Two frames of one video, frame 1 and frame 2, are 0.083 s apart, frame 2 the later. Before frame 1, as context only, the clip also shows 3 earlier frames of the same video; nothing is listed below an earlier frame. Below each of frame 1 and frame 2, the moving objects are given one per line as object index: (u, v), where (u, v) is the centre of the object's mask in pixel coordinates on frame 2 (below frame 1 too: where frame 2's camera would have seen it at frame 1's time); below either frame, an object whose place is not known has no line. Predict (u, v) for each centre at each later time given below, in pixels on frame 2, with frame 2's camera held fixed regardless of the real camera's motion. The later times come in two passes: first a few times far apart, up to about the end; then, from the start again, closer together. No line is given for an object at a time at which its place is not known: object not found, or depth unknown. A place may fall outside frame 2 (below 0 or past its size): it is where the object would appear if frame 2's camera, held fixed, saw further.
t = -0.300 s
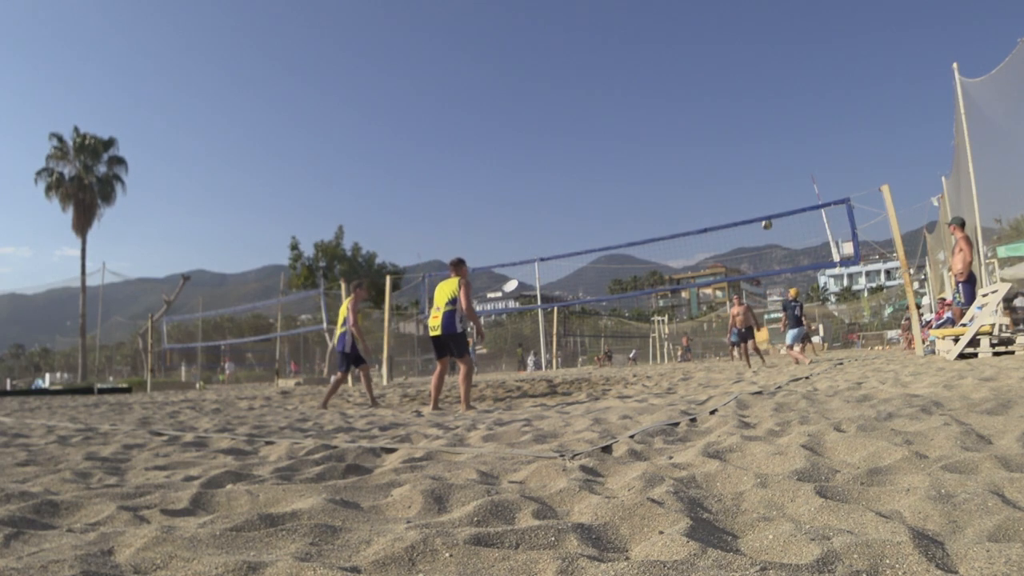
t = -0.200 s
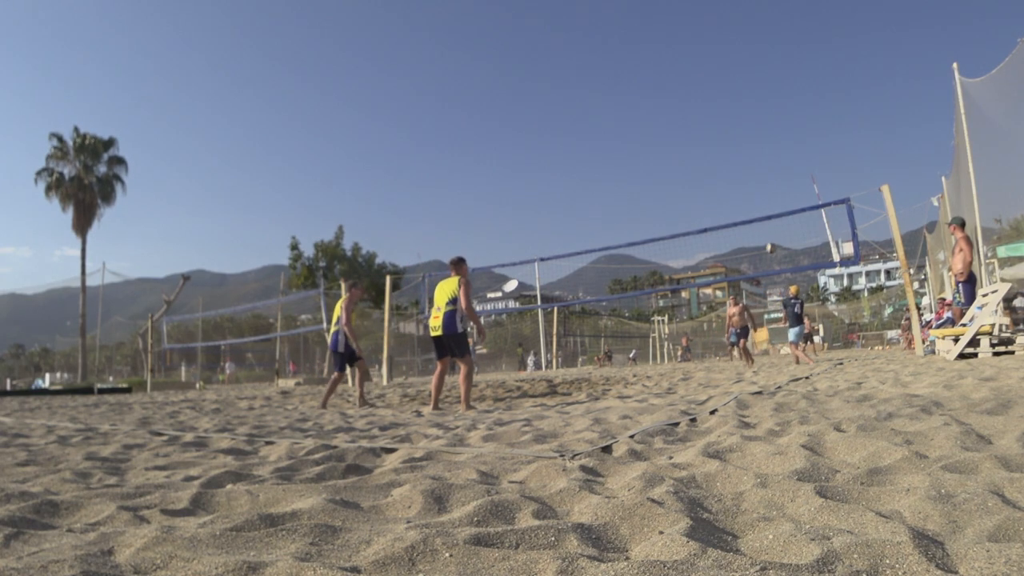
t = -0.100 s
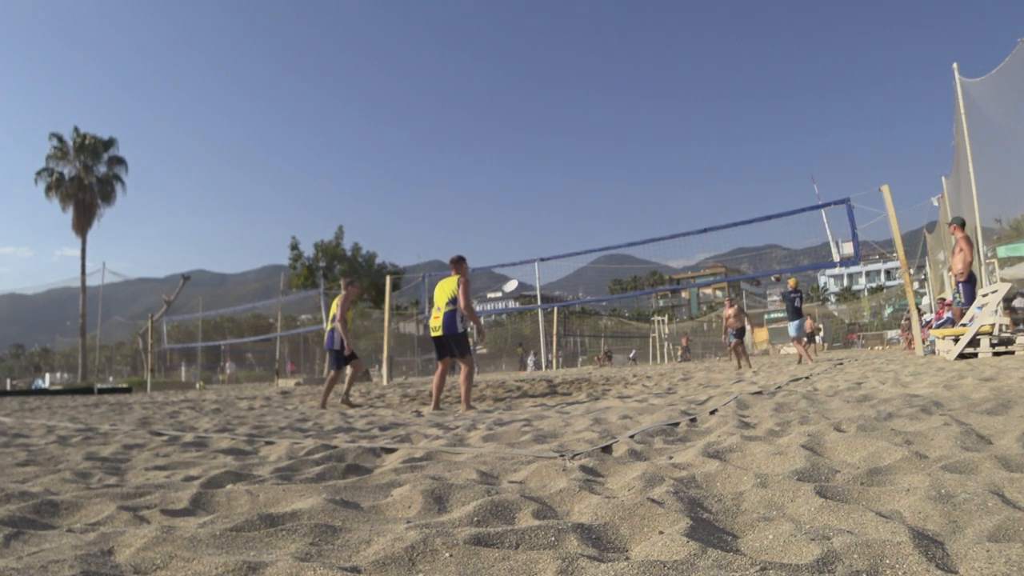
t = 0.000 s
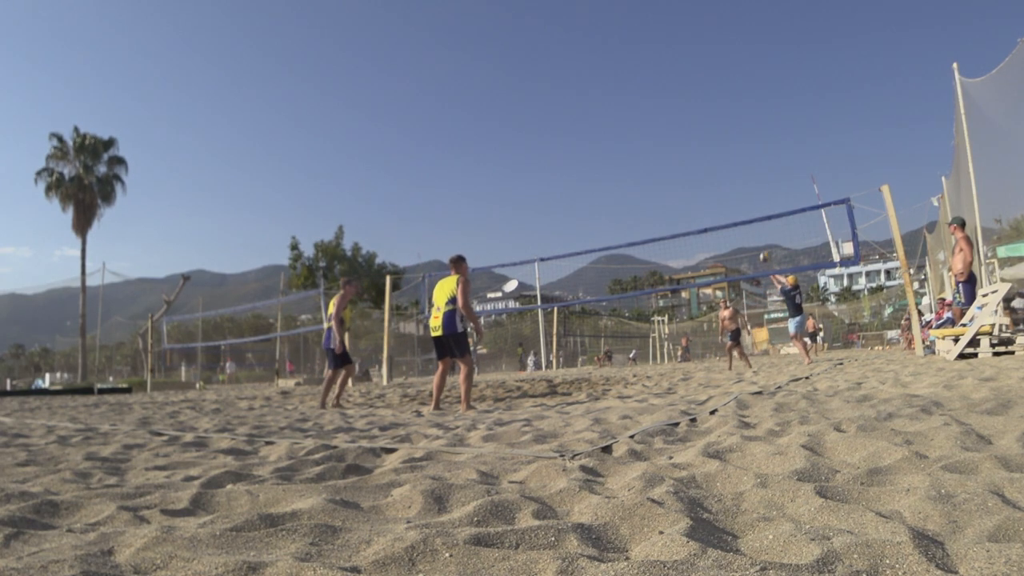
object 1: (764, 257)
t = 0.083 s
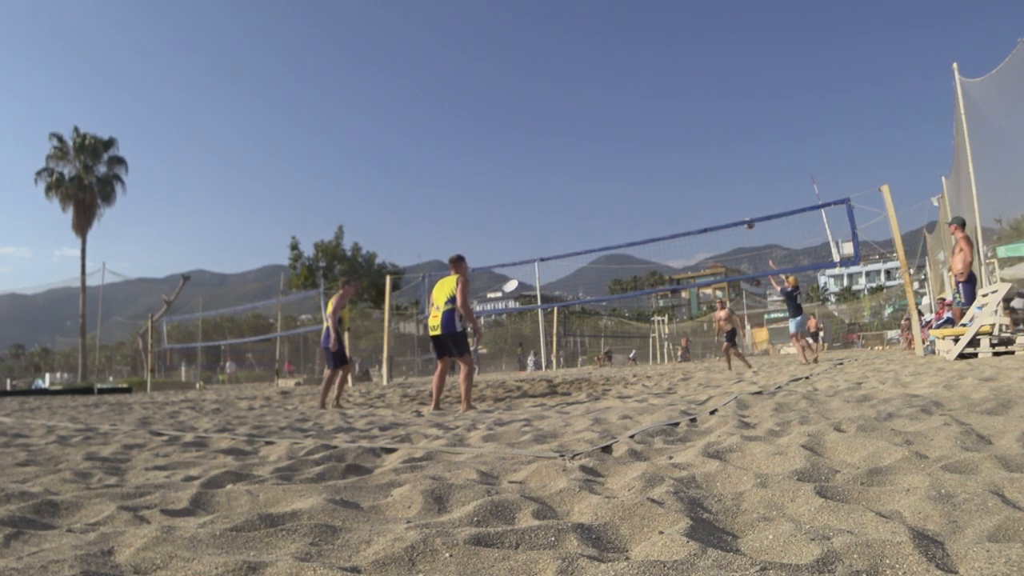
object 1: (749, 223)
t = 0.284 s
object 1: (707, 149)
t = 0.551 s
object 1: (643, 70)
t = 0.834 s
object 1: (560, 20)
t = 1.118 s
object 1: (451, 25)
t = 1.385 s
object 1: (289, 138)
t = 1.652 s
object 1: (12, 413)
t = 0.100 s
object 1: (746, 215)
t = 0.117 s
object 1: (743, 210)
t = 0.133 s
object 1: (739, 203)
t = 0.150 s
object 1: (736, 197)
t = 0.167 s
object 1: (732, 190)
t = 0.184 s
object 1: (729, 184)
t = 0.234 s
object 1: (718, 166)
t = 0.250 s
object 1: (714, 160)
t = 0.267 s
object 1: (711, 155)
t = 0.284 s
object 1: (707, 149)
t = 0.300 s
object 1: (704, 143)
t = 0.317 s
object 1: (699, 137)
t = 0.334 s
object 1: (696, 131)
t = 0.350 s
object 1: (692, 127)
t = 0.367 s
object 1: (688, 121)
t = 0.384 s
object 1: (684, 116)
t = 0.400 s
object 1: (681, 112)
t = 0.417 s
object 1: (676, 106)
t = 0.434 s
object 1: (672, 101)
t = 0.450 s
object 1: (669, 96)
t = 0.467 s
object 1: (665, 92)
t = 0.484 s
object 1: (660, 87)
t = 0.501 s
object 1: (656, 83)
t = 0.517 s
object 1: (652, 78)
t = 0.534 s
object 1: (648, 74)
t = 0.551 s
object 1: (643, 70)
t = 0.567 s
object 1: (639, 66)
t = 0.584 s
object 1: (634, 62)
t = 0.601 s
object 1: (630, 59)
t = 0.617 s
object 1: (625, 55)
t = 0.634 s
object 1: (621, 52)
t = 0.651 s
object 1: (616, 48)
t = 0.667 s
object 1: (611, 45)
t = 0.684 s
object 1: (606, 42)
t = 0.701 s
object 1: (602, 39)
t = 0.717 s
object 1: (597, 36)
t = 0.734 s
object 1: (592, 33)
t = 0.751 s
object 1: (587, 31)
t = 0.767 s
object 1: (582, 28)
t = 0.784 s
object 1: (577, 26)
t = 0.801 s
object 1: (572, 24)
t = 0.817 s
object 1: (566, 22)
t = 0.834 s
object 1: (560, 20)
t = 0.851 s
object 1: (555, 19)
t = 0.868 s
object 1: (550, 18)
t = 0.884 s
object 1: (544, 16)
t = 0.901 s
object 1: (538, 16)
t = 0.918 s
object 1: (532, 15)
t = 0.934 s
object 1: (526, 14)
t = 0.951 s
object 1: (520, 14)
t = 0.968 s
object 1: (514, 14)
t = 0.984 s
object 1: (508, 14)
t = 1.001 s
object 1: (501, 14)
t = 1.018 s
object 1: (494, 15)
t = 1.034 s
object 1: (487, 16)
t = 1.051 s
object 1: (480, 17)
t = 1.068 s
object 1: (474, 19)
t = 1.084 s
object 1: (466, 21)
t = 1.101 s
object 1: (459, 23)
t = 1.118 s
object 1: (451, 25)
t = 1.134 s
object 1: (444, 28)
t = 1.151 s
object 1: (436, 32)
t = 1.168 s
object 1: (427, 35)
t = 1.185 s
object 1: (419, 39)
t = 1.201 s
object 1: (410, 44)
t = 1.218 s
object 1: (401, 49)
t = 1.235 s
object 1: (392, 55)
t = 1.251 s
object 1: (382, 61)
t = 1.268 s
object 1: (372, 68)
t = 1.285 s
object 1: (361, 75)
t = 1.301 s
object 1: (350, 84)
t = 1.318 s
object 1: (339, 93)
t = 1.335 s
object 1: (328, 103)
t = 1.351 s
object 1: (316, 114)
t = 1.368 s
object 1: (303, 126)
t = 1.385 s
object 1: (289, 138)
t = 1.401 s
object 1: (276, 152)
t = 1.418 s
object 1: (262, 167)
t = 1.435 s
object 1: (247, 183)
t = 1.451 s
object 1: (232, 201)
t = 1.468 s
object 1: (216, 220)
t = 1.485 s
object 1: (199, 241)
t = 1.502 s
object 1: (182, 263)
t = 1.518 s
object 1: (164, 288)
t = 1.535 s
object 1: (144, 313)
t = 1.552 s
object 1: (124, 342)
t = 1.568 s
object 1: (103, 372)
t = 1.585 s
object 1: (83, 405)
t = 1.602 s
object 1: (61, 439)
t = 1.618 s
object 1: (41, 434)
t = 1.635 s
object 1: (22, 424)
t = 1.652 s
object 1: (12, 413)
